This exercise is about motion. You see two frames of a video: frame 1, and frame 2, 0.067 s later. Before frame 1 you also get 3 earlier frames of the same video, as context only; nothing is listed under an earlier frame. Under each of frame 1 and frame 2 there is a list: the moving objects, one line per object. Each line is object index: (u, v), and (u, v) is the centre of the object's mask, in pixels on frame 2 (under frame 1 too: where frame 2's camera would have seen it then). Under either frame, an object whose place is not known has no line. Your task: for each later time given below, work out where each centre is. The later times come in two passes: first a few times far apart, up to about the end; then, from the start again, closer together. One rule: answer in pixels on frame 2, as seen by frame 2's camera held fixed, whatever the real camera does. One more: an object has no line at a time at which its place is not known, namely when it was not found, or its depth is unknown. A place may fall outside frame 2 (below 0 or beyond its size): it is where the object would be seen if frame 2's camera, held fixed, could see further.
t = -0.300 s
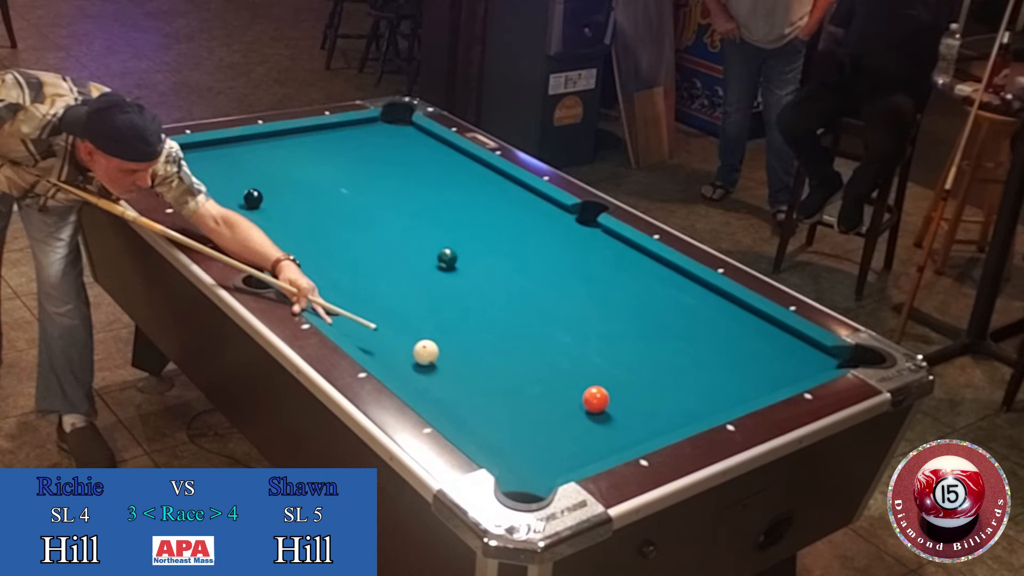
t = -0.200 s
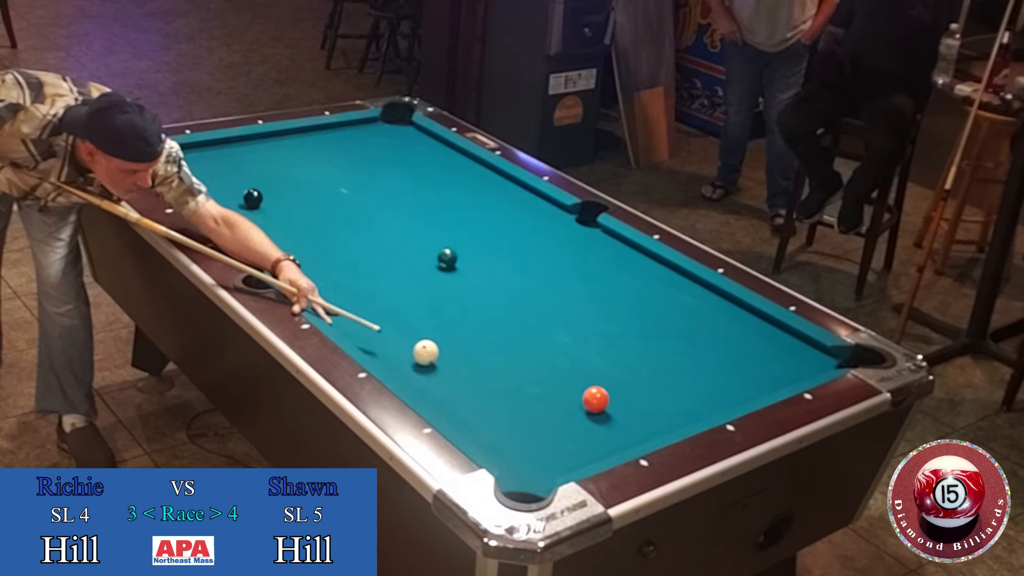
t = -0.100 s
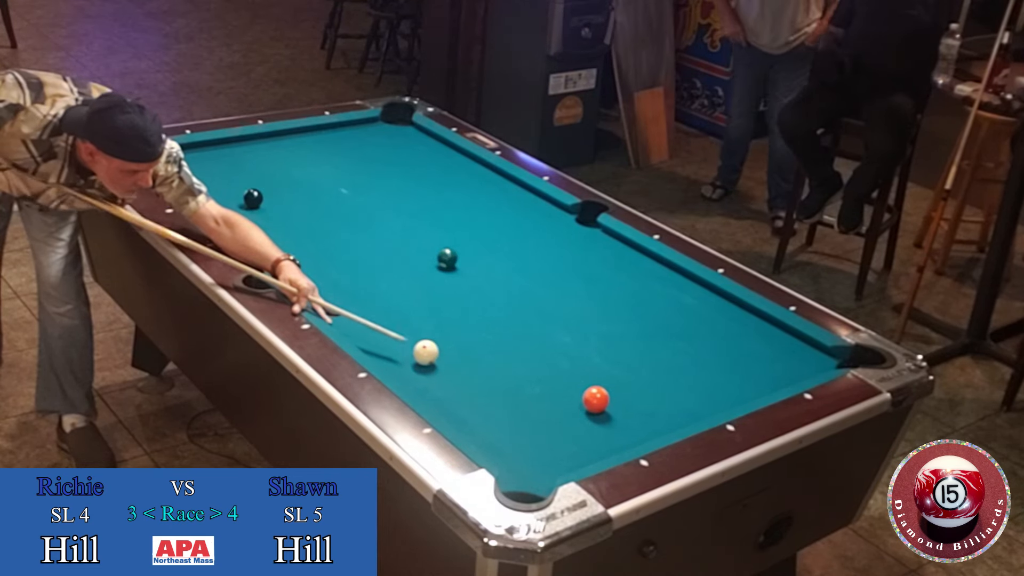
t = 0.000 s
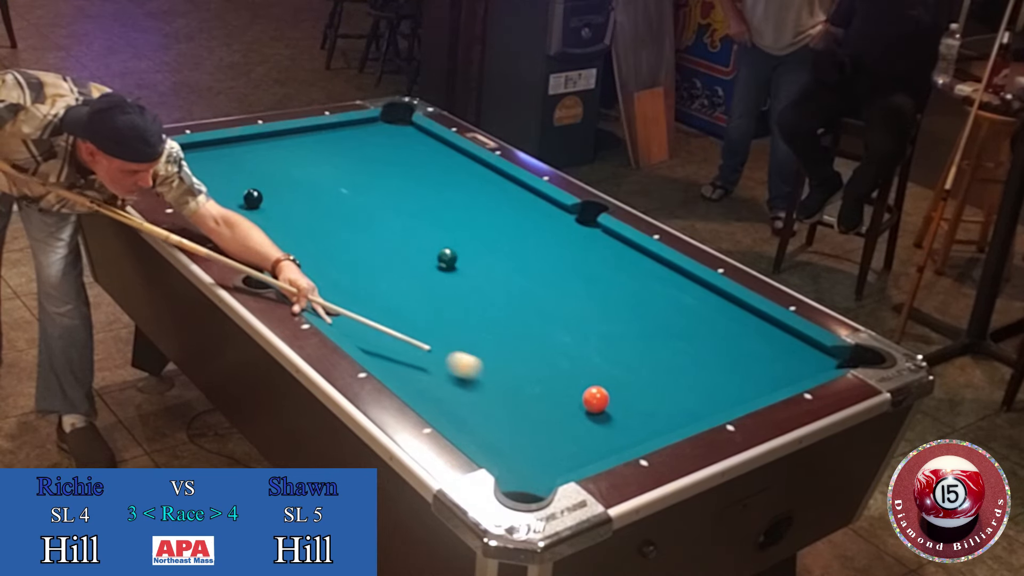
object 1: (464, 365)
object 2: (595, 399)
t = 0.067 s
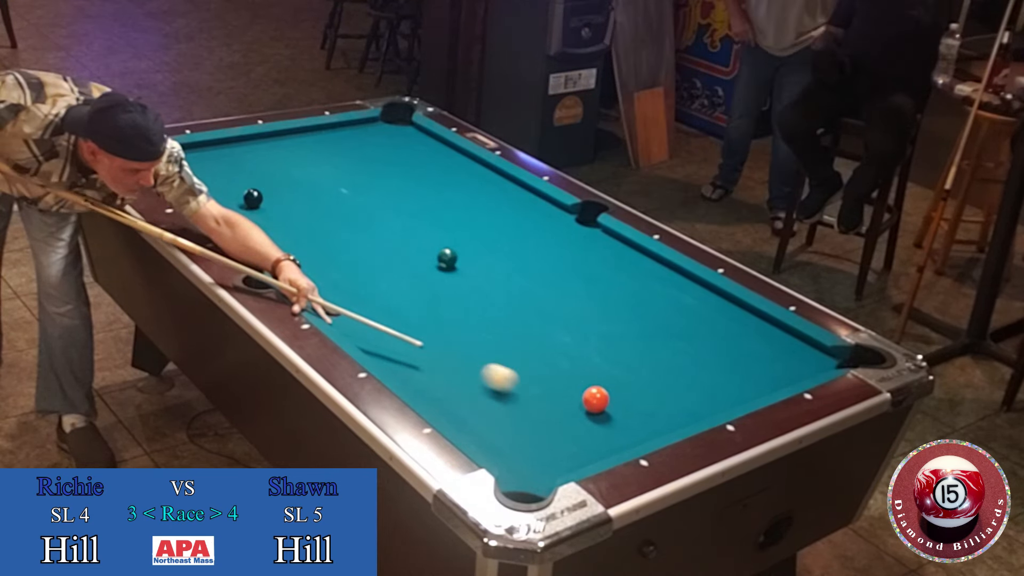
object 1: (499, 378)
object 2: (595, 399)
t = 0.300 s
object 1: (603, 427)
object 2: (619, 395)
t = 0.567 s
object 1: (574, 419)
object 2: (666, 388)
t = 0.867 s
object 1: (513, 390)
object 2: (713, 380)
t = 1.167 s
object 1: (458, 364)
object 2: (754, 374)
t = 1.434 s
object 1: (415, 344)
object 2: (786, 368)
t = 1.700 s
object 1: (376, 327)
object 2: (812, 363)
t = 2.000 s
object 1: (337, 309)
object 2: (838, 358)
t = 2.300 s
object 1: (304, 293)
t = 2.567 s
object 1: (290, 281)
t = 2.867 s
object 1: (278, 271)
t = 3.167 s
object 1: (270, 261)
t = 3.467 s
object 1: (263, 253)
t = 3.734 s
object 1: (259, 248)
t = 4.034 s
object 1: (258, 243)
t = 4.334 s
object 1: (257, 241)
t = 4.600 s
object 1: (256, 239)
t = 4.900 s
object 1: (257, 239)
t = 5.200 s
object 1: (257, 239)
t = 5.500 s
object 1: (257, 240)
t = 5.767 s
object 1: (257, 240)
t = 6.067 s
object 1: (257, 240)
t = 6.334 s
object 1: (257, 240)
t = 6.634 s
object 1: (257, 240)
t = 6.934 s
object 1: (257, 239)
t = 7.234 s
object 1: (257, 239)
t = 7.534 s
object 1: (257, 239)
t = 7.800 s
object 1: (257, 239)
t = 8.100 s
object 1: (256, 240)
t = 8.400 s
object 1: (257, 239)
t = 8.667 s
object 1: (257, 239)
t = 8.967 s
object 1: (256, 239)
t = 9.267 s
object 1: (256, 239)
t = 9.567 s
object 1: (256, 240)
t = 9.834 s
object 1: (257, 239)
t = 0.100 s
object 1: (517, 384)
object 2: (595, 399)
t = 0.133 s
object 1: (535, 390)
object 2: (595, 399)
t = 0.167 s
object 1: (553, 396)
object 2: (595, 399)
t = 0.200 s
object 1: (570, 403)
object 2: (597, 399)
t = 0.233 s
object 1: (581, 411)
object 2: (604, 397)
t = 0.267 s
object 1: (592, 419)
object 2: (612, 396)
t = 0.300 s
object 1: (603, 427)
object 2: (619, 395)
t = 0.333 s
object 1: (614, 435)
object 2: (625, 394)
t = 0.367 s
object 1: (622, 440)
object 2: (631, 393)
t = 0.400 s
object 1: (614, 438)
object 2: (637, 392)
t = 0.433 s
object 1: (605, 434)
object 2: (643, 391)
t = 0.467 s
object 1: (597, 430)
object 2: (649, 390)
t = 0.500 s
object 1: (590, 426)
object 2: (655, 389)
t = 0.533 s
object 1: (582, 422)
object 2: (660, 389)
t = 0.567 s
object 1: (574, 419)
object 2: (666, 388)
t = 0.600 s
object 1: (567, 415)
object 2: (671, 387)
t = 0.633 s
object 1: (560, 412)
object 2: (677, 386)
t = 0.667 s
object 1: (553, 409)
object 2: (682, 385)
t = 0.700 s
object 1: (546, 405)
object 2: (688, 384)
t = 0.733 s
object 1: (539, 402)
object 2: (693, 383)
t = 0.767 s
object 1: (532, 399)
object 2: (698, 383)
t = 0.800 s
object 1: (526, 395)
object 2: (703, 382)
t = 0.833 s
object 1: (519, 393)
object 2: (708, 381)
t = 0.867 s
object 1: (513, 390)
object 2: (713, 380)
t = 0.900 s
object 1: (506, 386)
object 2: (718, 379)
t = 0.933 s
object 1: (500, 383)
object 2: (723, 379)
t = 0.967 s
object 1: (494, 380)
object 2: (727, 378)
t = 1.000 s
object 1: (488, 377)
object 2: (732, 377)
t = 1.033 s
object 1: (482, 375)
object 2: (737, 376)
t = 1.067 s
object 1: (476, 372)
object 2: (741, 376)
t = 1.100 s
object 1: (470, 369)
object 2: (745, 375)
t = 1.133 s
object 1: (464, 366)
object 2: (750, 374)
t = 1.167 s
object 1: (458, 364)
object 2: (754, 374)
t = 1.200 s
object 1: (453, 361)
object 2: (758, 373)
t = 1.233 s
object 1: (447, 359)
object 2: (762, 372)
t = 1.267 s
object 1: (441, 356)
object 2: (766, 371)
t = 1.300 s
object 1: (436, 354)
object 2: (770, 371)
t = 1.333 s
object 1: (431, 351)
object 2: (774, 370)
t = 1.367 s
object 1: (425, 349)
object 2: (778, 369)
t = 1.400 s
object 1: (420, 346)
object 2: (782, 369)
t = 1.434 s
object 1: (415, 344)
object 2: (786, 368)
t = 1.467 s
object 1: (410, 342)
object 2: (789, 368)
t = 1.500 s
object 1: (405, 339)
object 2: (793, 367)
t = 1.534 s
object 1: (400, 337)
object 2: (796, 366)
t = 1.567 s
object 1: (395, 335)
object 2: (799, 366)
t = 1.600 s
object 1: (390, 333)
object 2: (802, 365)
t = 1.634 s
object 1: (385, 331)
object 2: (806, 364)
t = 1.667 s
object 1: (381, 329)
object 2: (809, 363)
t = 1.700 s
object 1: (376, 327)
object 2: (812, 363)
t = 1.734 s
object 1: (372, 325)
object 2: (815, 362)
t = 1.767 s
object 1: (367, 323)
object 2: (818, 362)
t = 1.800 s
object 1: (363, 321)
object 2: (821, 361)
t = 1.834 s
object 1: (358, 319)
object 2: (824, 360)
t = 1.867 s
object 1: (354, 317)
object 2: (827, 360)
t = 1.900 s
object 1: (350, 315)
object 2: (830, 359)
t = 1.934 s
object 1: (346, 313)
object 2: (833, 358)
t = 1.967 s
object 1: (341, 311)
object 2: (835, 358)
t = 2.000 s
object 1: (337, 309)
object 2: (838, 358)
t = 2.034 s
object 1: (333, 308)
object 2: (841, 358)
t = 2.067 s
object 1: (330, 306)
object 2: (844, 359)
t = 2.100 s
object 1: (326, 304)
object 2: (847, 361)
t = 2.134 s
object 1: (322, 302)
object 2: (849, 365)
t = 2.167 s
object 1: (318, 300)
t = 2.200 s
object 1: (315, 298)
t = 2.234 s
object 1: (311, 296)
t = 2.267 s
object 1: (308, 295)
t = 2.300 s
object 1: (304, 293)
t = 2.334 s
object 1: (302, 291)
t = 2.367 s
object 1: (300, 290)
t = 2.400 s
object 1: (299, 288)
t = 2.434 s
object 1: (297, 287)
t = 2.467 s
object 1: (295, 285)
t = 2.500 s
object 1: (293, 284)
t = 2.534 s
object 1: (292, 283)
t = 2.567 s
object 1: (290, 281)
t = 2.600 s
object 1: (289, 280)
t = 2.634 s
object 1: (287, 279)
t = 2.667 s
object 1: (286, 278)
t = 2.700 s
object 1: (284, 277)
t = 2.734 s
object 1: (283, 276)
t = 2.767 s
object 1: (282, 274)
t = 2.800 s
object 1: (281, 273)
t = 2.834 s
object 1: (279, 272)
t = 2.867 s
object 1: (278, 271)
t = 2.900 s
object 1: (277, 269)
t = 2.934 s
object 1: (276, 268)
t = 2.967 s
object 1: (275, 267)
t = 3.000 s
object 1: (274, 266)
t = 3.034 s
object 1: (274, 265)
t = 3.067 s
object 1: (273, 264)
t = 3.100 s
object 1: (272, 263)
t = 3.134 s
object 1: (271, 262)
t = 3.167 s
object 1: (270, 261)
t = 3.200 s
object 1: (269, 260)
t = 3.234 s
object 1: (268, 259)
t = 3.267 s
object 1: (268, 258)
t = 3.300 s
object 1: (267, 257)
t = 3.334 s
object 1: (266, 256)
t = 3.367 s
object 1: (266, 255)
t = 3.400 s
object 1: (265, 255)
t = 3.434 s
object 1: (264, 254)
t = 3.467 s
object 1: (263, 253)
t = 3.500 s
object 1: (263, 252)
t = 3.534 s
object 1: (262, 252)
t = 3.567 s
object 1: (262, 251)
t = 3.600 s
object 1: (261, 250)
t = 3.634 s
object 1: (260, 250)
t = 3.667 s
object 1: (260, 249)
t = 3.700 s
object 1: (260, 248)
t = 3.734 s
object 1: (259, 248)
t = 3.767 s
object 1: (259, 247)
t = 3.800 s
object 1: (259, 247)
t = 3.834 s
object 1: (259, 246)
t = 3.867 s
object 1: (259, 246)
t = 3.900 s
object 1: (258, 245)
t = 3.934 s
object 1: (258, 245)
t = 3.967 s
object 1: (258, 244)
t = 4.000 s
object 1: (258, 244)
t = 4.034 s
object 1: (258, 243)
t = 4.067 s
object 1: (258, 243)
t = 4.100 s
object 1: (258, 243)
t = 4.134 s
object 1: (257, 242)
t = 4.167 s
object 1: (257, 242)
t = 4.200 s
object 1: (257, 242)
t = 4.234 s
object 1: (257, 241)
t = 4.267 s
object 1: (257, 241)
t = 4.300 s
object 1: (257, 241)
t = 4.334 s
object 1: (257, 241)
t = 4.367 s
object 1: (257, 240)
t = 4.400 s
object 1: (257, 240)
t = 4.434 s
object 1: (257, 240)
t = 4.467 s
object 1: (257, 240)
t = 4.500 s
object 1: (257, 240)
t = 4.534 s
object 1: (257, 240)
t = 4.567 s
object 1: (257, 240)
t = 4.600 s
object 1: (256, 239)
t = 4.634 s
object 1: (256, 239)
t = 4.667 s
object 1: (256, 239)
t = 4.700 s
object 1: (256, 239)
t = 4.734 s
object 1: (256, 239)
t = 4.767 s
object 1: (256, 240)
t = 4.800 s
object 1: (256, 240)
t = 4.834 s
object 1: (257, 239)
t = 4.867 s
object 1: (257, 239)
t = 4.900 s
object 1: (257, 239)
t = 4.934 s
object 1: (257, 239)
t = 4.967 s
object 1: (256, 240)
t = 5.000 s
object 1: (257, 239)
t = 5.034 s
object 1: (257, 239)
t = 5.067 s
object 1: (257, 239)
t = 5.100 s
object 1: (257, 239)
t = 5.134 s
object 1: (257, 240)
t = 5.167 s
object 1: (257, 239)
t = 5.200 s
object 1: (257, 239)
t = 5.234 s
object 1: (257, 240)
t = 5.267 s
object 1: (257, 239)
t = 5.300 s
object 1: (257, 240)
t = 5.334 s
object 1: (257, 239)
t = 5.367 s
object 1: (257, 240)
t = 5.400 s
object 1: (257, 239)
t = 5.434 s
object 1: (257, 240)
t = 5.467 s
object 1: (257, 240)
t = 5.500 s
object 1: (257, 240)
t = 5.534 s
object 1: (257, 240)
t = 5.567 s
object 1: (257, 240)
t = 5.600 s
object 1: (257, 240)
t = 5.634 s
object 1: (257, 240)
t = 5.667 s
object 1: (257, 240)
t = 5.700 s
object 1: (257, 240)
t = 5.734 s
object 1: (257, 240)
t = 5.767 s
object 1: (257, 240)
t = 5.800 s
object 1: (257, 240)
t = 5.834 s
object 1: (257, 240)
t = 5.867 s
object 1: (257, 240)
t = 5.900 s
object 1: (257, 240)
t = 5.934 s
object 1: (257, 240)
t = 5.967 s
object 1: (257, 240)
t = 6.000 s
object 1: (257, 240)
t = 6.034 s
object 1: (257, 240)
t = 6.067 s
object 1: (257, 240)
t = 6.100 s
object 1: (257, 239)
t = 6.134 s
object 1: (256, 240)
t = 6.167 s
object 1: (257, 240)
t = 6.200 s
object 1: (257, 240)
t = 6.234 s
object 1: (256, 240)
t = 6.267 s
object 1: (257, 240)
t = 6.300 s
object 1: (256, 240)
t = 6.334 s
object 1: (257, 240)
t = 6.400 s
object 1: (257, 240)
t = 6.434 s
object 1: (257, 240)
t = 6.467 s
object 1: (257, 240)
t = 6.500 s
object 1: (257, 240)
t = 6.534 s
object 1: (257, 240)
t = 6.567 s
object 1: (257, 240)
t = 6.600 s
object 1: (257, 240)
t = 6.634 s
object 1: (257, 240)
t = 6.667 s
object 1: (257, 240)
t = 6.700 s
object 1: (257, 240)
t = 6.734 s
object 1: (257, 240)
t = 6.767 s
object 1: (257, 240)
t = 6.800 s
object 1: (257, 239)
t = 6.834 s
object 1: (257, 240)
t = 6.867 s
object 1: (257, 240)
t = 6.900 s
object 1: (257, 240)
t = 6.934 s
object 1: (257, 239)
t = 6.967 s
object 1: (257, 240)
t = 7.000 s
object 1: (257, 239)
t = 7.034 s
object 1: (257, 240)
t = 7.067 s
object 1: (256, 240)
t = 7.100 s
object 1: (256, 240)
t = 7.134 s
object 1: (257, 240)
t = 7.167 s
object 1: (257, 240)
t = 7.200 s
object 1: (256, 239)
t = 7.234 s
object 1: (257, 239)
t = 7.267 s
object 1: (257, 239)
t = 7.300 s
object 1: (257, 239)
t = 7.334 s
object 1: (256, 240)
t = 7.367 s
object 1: (256, 240)
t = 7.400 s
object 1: (256, 239)
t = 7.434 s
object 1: (257, 239)
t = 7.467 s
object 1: (257, 239)
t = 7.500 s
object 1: (256, 239)
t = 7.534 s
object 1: (257, 239)
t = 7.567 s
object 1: (257, 239)
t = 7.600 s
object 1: (257, 239)
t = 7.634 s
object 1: (256, 239)
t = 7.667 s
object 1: (257, 239)
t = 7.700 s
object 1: (256, 239)
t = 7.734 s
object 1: (256, 239)
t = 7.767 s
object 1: (256, 240)
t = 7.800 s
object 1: (257, 239)
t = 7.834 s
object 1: (256, 240)
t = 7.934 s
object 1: (256, 240)
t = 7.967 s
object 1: (256, 239)
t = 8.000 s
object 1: (256, 240)
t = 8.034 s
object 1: (256, 240)
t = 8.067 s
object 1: (256, 240)
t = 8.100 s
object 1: (256, 240)
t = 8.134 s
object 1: (256, 240)
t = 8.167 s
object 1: (256, 240)
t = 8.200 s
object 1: (256, 240)
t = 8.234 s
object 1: (256, 240)
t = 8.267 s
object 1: (256, 240)
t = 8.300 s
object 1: (256, 240)
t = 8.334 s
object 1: (257, 239)
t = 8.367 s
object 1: (257, 239)
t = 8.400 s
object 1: (257, 239)
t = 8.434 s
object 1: (257, 239)
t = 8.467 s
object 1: (256, 240)
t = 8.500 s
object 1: (256, 240)
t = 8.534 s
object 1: (256, 239)
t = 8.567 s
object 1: (256, 240)
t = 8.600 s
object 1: (256, 239)
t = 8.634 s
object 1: (256, 239)
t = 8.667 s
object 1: (257, 239)
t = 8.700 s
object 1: (257, 239)
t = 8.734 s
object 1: (256, 239)
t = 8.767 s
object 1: (256, 239)
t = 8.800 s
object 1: (256, 239)
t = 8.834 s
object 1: (256, 239)
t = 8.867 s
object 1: (257, 239)
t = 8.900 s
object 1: (257, 239)
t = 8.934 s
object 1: (256, 240)
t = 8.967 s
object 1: (256, 239)
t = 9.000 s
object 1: (256, 239)
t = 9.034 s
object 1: (256, 239)
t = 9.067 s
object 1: (256, 239)
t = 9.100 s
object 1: (256, 239)
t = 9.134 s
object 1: (257, 239)
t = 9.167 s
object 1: (256, 239)
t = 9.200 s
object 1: (257, 239)
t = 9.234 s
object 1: (256, 240)
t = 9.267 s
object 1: (256, 239)
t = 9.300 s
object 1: (257, 240)
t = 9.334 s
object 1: (256, 240)
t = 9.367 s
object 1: (256, 240)
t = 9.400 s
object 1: (256, 240)
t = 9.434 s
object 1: (256, 240)
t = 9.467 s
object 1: (256, 240)
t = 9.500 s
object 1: (256, 240)
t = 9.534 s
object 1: (256, 240)
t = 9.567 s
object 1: (256, 240)
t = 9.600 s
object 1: (256, 240)
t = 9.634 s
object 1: (256, 240)
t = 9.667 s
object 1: (256, 240)
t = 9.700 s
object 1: (256, 240)
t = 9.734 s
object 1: (257, 239)
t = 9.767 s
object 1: (257, 239)
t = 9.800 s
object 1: (257, 239)
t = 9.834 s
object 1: (257, 239)
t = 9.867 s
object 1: (257, 239)
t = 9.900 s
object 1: (256, 240)
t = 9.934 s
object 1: (256, 239)
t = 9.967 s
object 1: (257, 240)
